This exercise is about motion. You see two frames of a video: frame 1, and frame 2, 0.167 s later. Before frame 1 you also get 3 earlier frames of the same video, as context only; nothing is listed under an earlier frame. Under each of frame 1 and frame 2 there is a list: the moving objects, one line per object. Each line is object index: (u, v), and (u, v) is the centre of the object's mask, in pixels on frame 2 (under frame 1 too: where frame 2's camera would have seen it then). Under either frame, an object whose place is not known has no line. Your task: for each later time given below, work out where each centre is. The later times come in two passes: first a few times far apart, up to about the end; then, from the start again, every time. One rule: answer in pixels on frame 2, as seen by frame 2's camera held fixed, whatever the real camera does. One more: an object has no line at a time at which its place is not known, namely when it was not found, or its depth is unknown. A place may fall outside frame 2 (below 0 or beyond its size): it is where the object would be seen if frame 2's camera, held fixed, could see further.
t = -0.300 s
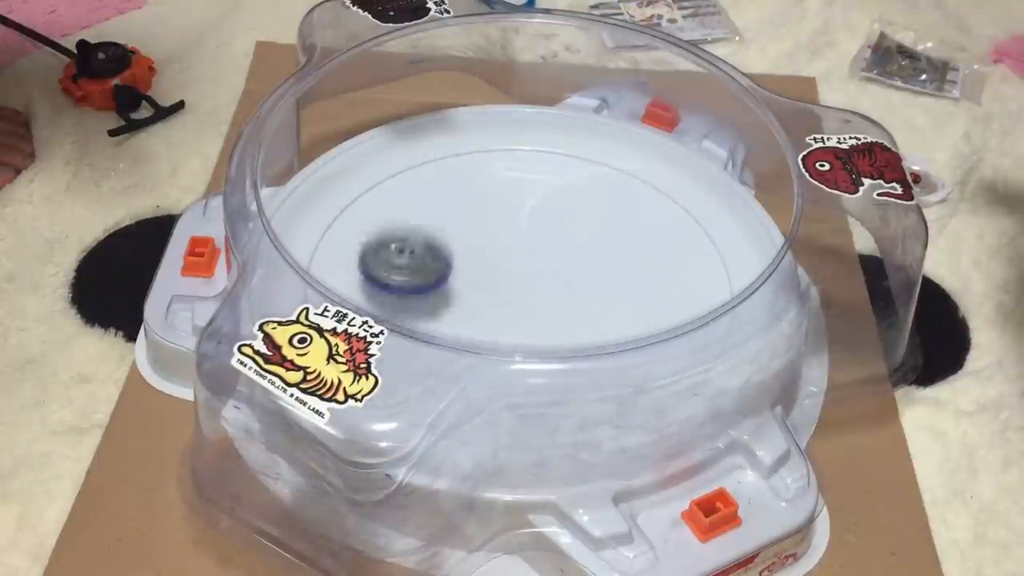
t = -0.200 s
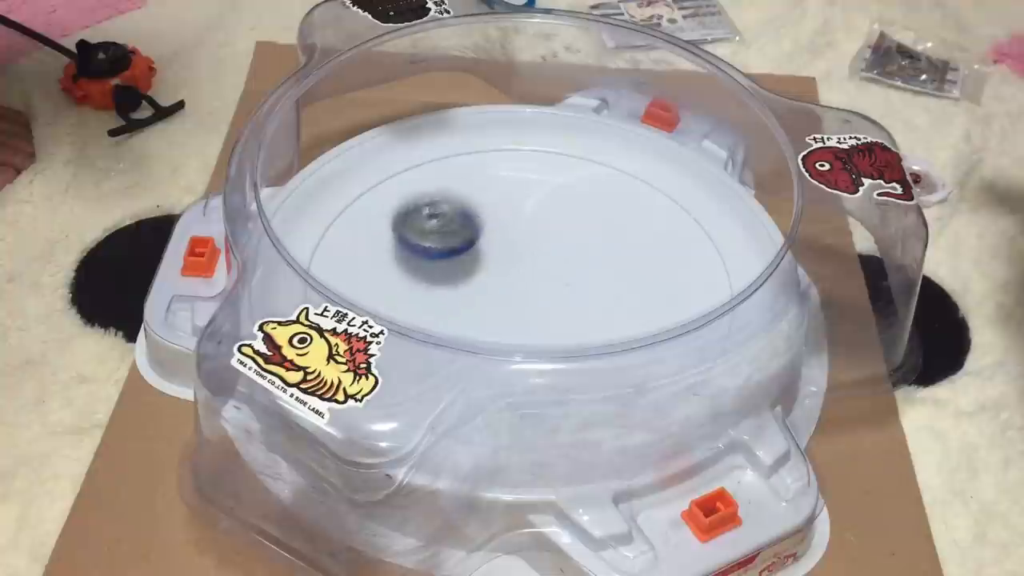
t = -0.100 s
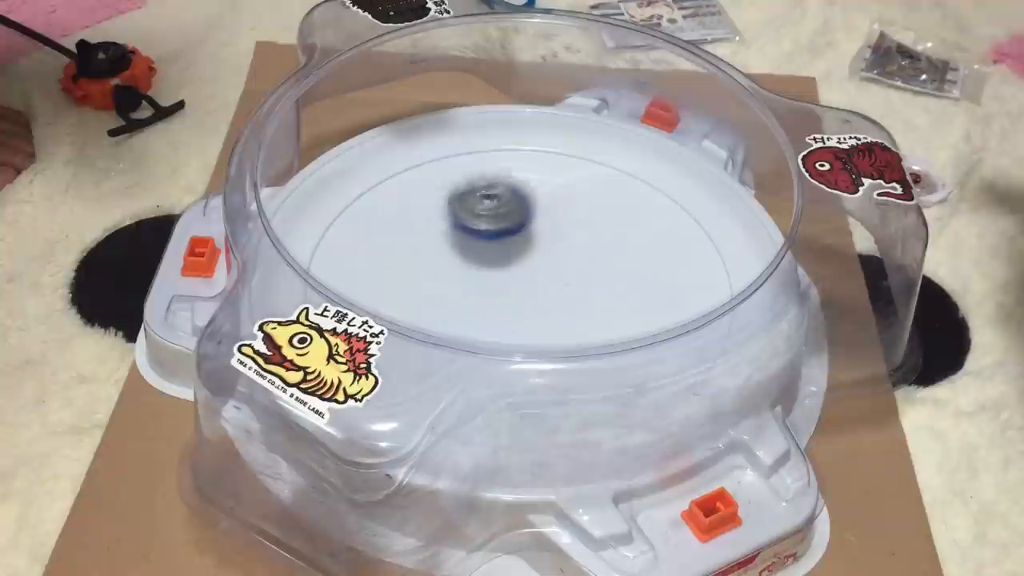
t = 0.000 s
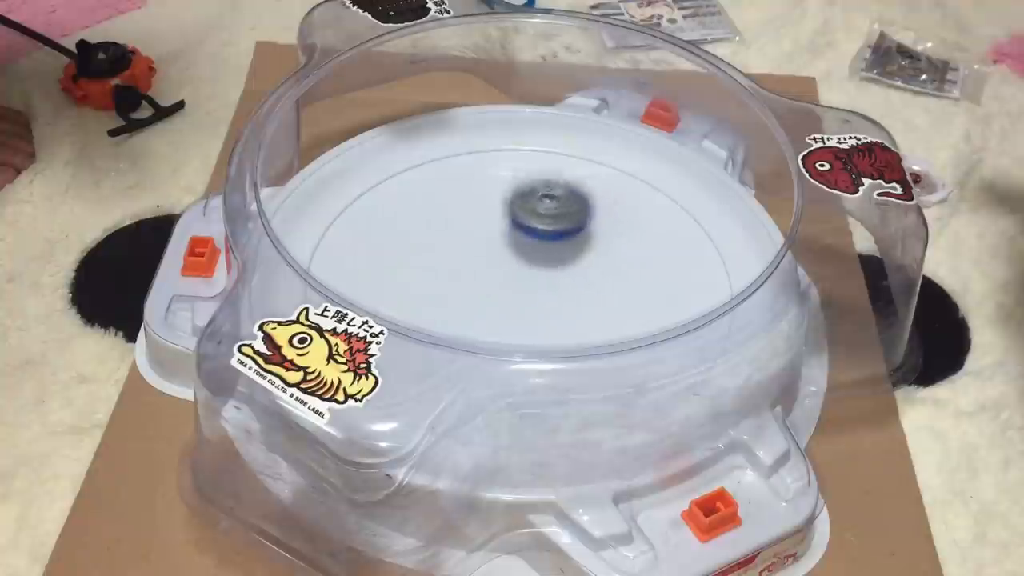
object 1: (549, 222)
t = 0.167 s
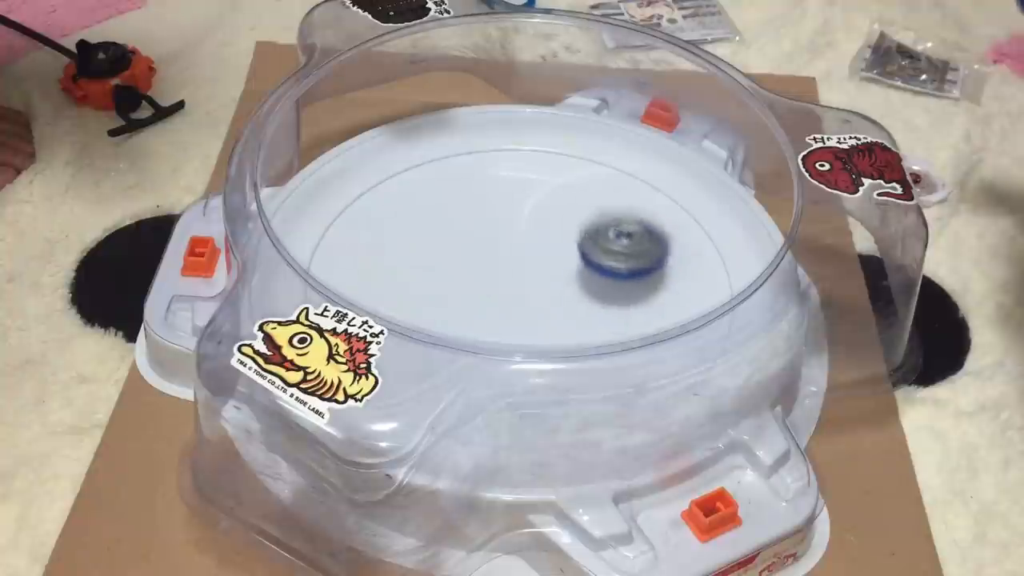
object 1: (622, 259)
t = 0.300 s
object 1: (632, 309)
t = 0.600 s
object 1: (475, 342)
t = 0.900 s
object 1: (443, 233)
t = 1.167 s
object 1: (566, 219)
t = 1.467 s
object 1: (583, 330)
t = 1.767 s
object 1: (431, 327)
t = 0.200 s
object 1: (630, 270)
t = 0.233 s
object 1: (634, 283)
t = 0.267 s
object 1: (635, 293)
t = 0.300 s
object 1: (632, 309)
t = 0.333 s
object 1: (626, 322)
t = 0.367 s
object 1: (614, 333)
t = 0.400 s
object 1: (600, 342)
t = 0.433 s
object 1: (581, 350)
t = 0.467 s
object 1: (561, 354)
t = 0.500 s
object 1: (538, 357)
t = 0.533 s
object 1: (517, 353)
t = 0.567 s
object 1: (495, 349)
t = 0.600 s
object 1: (475, 342)
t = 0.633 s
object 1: (459, 333)
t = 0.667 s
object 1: (446, 322)
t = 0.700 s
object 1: (436, 307)
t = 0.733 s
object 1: (429, 295)
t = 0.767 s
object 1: (427, 281)
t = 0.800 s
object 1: (426, 268)
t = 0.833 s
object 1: (428, 255)
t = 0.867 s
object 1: (434, 243)
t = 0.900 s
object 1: (443, 233)
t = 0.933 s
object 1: (455, 225)
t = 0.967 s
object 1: (468, 217)
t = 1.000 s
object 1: (483, 212)
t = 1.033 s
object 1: (499, 209)
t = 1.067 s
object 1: (516, 208)
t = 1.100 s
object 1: (533, 209)
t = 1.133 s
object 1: (550, 213)
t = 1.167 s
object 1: (566, 219)
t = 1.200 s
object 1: (580, 227)
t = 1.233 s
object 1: (592, 239)
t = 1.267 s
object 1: (601, 252)
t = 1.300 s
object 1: (607, 265)
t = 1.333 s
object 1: (608, 279)
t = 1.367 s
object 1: (607, 295)
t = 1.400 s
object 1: (602, 302)
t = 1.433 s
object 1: (593, 319)
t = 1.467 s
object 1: (583, 330)
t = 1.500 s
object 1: (567, 340)
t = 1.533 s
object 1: (550, 346)
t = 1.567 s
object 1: (533, 351)
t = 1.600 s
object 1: (514, 353)
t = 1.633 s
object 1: (494, 353)
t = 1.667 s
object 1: (475, 350)
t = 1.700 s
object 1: (459, 344)
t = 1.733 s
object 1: (443, 336)
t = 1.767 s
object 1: (431, 327)
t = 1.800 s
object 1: (421, 315)
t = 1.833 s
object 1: (415, 302)
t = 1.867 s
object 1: (410, 290)
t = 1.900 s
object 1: (412, 277)
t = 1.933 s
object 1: (418, 264)
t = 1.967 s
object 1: (426, 252)
